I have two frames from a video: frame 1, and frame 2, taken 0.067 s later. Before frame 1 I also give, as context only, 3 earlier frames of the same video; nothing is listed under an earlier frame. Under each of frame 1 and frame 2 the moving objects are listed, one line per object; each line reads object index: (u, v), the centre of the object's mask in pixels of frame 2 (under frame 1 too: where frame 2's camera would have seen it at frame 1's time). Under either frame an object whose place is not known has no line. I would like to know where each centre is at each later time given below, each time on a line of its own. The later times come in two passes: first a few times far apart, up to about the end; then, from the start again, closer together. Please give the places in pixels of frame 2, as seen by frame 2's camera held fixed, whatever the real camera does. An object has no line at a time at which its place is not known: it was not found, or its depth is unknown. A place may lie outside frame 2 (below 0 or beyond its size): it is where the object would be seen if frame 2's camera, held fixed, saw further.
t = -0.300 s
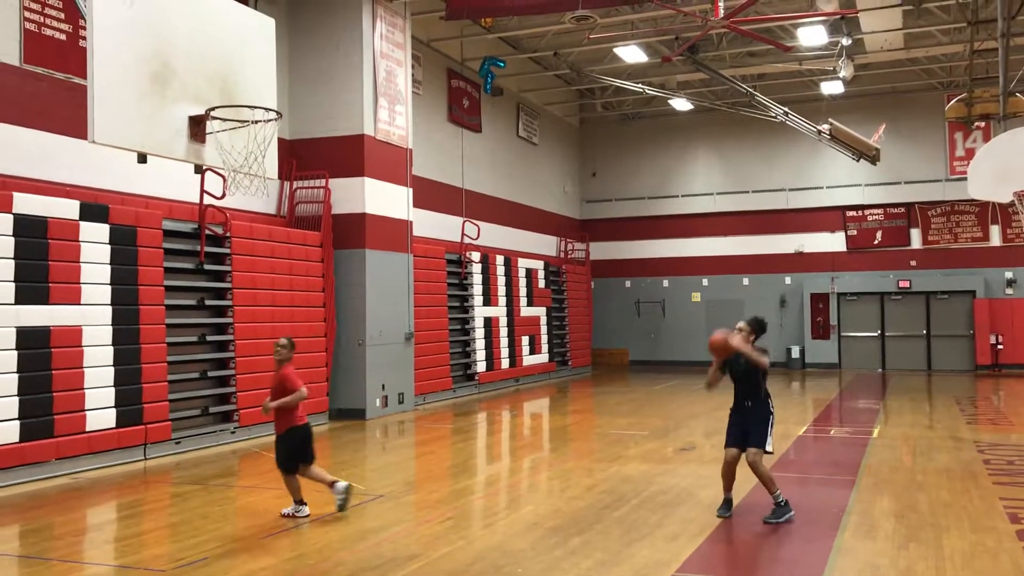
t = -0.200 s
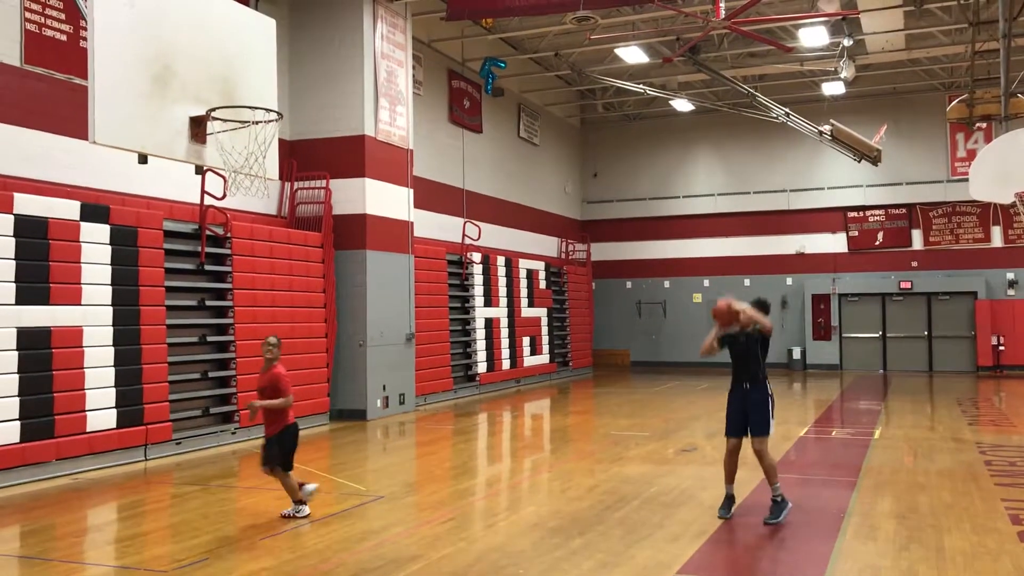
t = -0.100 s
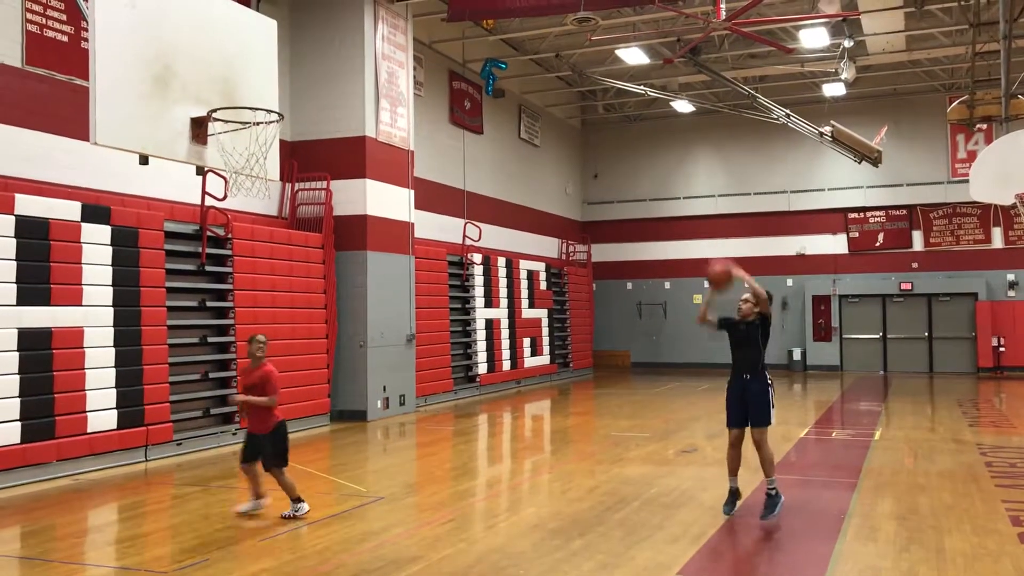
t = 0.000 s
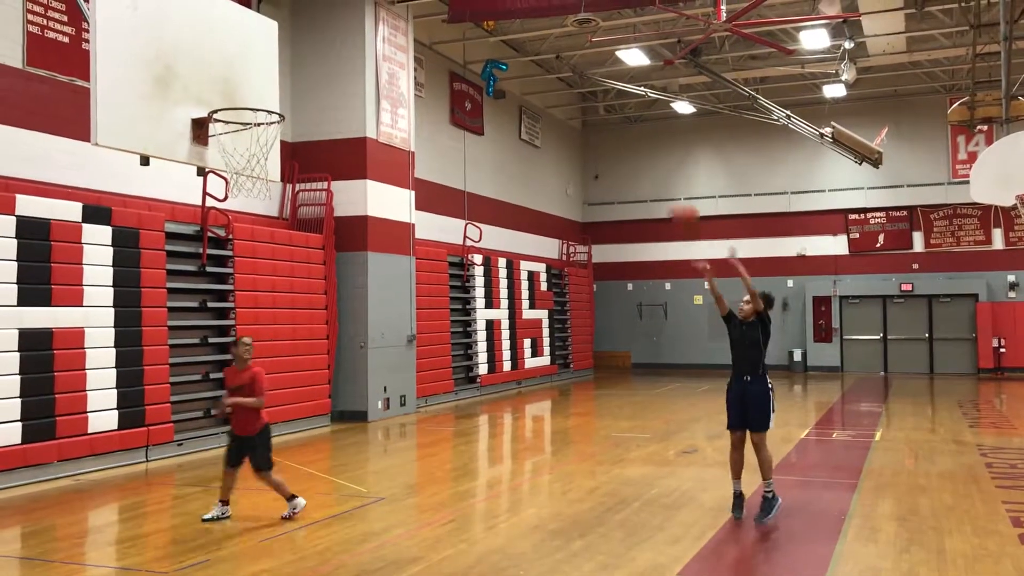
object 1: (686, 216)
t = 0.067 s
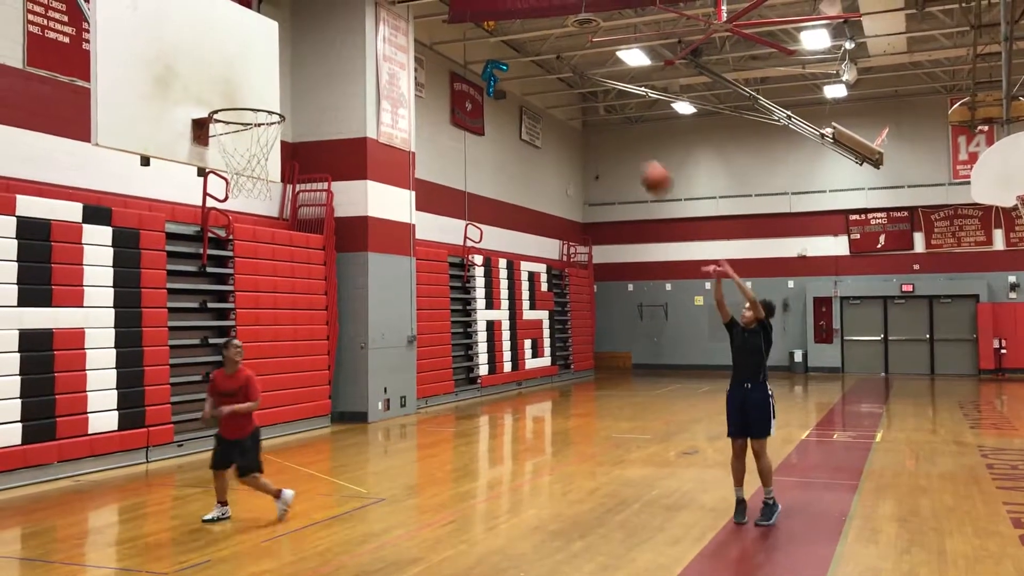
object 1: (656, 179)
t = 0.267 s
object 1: (567, 92)
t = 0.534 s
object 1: (437, 49)
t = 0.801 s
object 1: (291, 97)
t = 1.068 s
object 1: (195, 93)
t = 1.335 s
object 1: (216, 144)
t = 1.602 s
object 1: (243, 322)
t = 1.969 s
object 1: (268, 519)
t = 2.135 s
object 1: (272, 399)
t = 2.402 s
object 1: (277, 312)
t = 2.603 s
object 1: (282, 341)
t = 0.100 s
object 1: (640, 160)
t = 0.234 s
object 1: (581, 104)
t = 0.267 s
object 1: (567, 92)
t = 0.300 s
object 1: (551, 82)
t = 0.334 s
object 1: (535, 75)
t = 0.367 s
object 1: (520, 66)
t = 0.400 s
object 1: (504, 60)
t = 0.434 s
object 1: (487, 54)
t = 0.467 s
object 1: (471, 51)
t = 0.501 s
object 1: (454, 49)
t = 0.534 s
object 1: (437, 49)
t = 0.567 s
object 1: (420, 49)
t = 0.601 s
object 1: (401, 52)
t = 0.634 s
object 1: (383, 56)
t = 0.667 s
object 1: (364, 60)
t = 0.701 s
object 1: (347, 67)
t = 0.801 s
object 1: (291, 97)
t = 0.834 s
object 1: (274, 103)
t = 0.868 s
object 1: (260, 97)
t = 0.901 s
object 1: (247, 94)
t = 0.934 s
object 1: (234, 92)
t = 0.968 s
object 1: (221, 91)
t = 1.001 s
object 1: (207, 92)
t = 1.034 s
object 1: (194, 94)
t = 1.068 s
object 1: (195, 93)
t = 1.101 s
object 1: (197, 93)
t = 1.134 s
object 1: (199, 95)
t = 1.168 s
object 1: (202, 99)
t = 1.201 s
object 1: (205, 104)
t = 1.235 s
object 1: (208, 111)
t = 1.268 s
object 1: (210, 120)
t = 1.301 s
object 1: (212, 131)
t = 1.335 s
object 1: (216, 144)
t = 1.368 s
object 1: (219, 159)
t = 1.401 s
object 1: (222, 175)
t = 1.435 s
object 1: (226, 195)
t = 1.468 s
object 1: (229, 218)
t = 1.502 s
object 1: (234, 239)
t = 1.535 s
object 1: (236, 266)
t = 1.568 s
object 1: (240, 294)
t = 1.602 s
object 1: (243, 322)
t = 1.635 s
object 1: (246, 358)
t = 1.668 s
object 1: (249, 395)
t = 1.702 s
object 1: (254, 436)
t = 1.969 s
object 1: (268, 519)
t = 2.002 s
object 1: (270, 490)
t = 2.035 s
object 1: (270, 468)
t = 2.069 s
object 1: (270, 442)
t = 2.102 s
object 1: (271, 418)
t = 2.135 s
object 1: (272, 399)
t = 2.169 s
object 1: (276, 382)
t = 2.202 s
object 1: (273, 365)
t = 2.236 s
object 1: (274, 350)
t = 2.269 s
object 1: (274, 338)
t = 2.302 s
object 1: (275, 329)
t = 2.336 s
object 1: (276, 321)
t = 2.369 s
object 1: (277, 315)
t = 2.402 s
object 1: (277, 312)
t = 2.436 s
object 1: (278, 311)
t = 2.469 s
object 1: (279, 312)
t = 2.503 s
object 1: (279, 315)
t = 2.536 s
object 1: (280, 321)
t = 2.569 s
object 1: (280, 330)
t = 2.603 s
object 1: (282, 341)
